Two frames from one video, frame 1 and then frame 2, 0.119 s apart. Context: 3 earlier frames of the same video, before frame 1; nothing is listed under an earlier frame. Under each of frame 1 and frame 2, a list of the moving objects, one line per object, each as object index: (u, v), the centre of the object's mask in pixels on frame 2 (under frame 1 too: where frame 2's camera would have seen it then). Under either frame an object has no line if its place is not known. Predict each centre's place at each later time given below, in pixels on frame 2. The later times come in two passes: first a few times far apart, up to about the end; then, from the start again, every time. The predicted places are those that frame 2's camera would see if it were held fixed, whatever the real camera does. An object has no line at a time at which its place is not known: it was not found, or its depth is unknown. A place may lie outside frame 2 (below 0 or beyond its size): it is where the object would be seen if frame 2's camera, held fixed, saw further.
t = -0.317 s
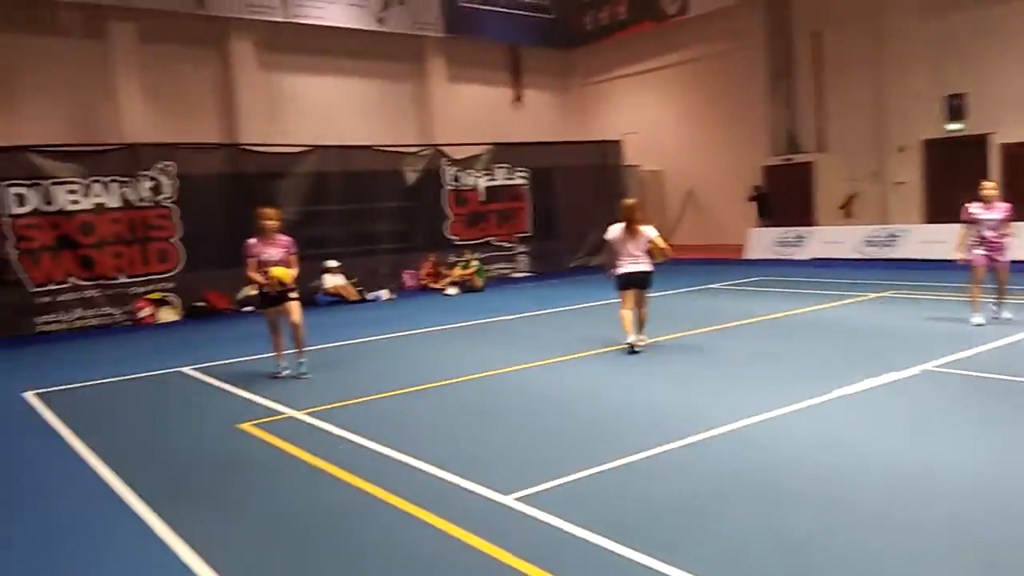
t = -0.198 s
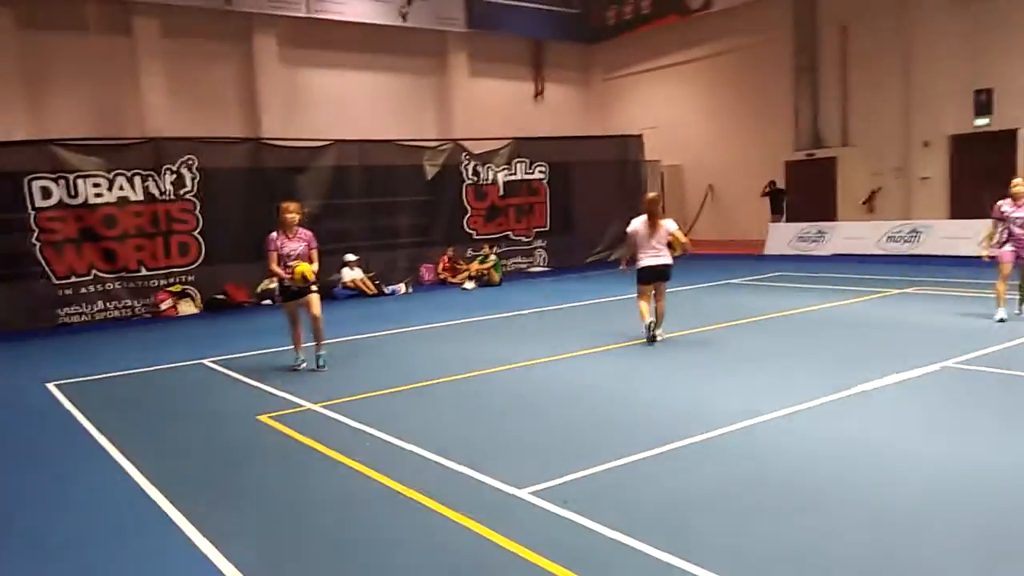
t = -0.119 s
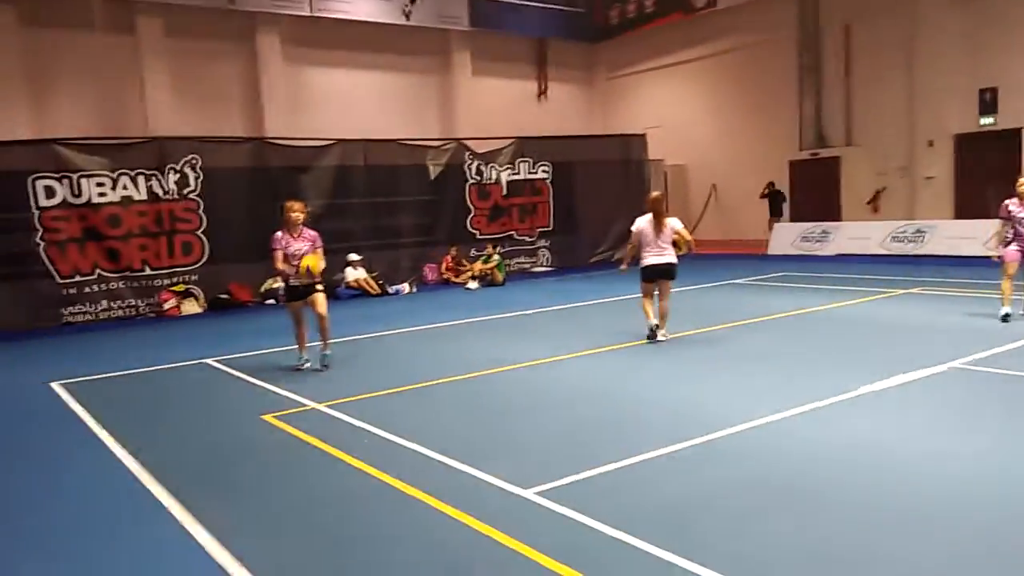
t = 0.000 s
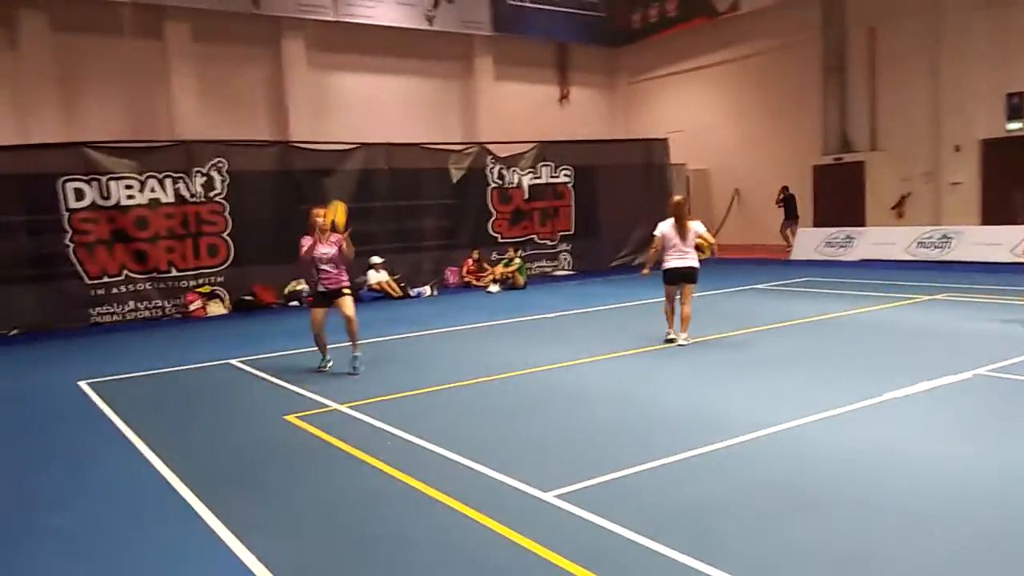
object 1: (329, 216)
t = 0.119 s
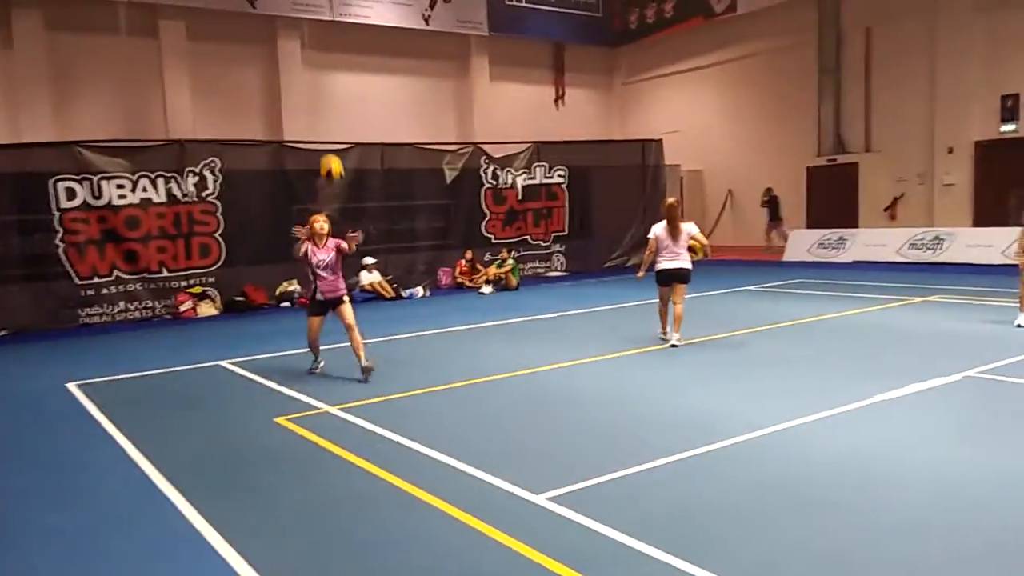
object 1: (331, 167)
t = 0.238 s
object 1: (335, 134)
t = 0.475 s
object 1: (346, 111)
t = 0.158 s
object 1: (333, 154)
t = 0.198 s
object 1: (335, 143)
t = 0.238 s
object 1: (335, 134)
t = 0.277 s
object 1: (337, 126)
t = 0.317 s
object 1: (339, 119)
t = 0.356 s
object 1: (340, 115)
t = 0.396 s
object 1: (343, 111)
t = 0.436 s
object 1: (345, 110)
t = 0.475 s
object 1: (346, 111)
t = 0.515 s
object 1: (348, 112)
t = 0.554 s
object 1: (351, 116)
